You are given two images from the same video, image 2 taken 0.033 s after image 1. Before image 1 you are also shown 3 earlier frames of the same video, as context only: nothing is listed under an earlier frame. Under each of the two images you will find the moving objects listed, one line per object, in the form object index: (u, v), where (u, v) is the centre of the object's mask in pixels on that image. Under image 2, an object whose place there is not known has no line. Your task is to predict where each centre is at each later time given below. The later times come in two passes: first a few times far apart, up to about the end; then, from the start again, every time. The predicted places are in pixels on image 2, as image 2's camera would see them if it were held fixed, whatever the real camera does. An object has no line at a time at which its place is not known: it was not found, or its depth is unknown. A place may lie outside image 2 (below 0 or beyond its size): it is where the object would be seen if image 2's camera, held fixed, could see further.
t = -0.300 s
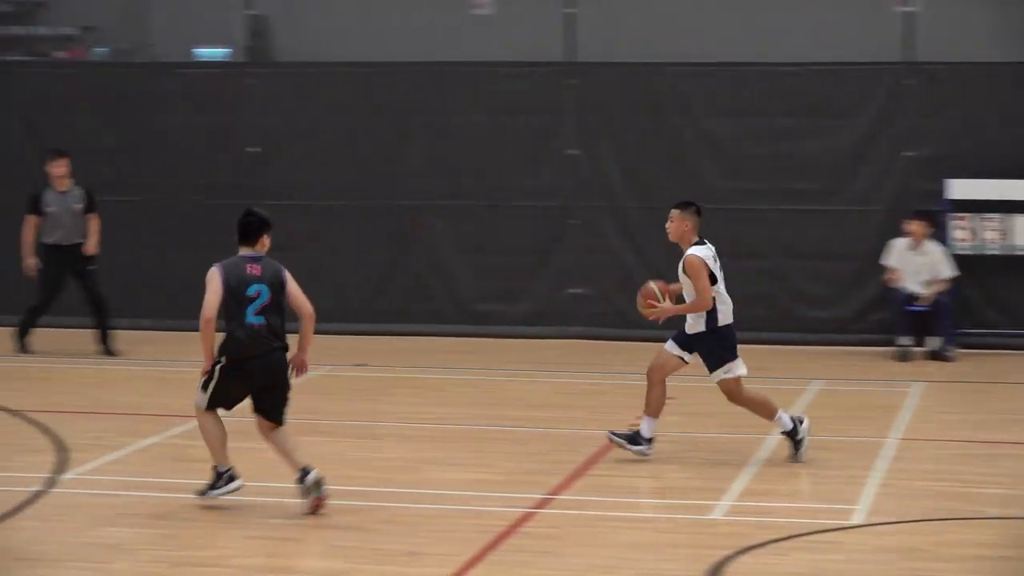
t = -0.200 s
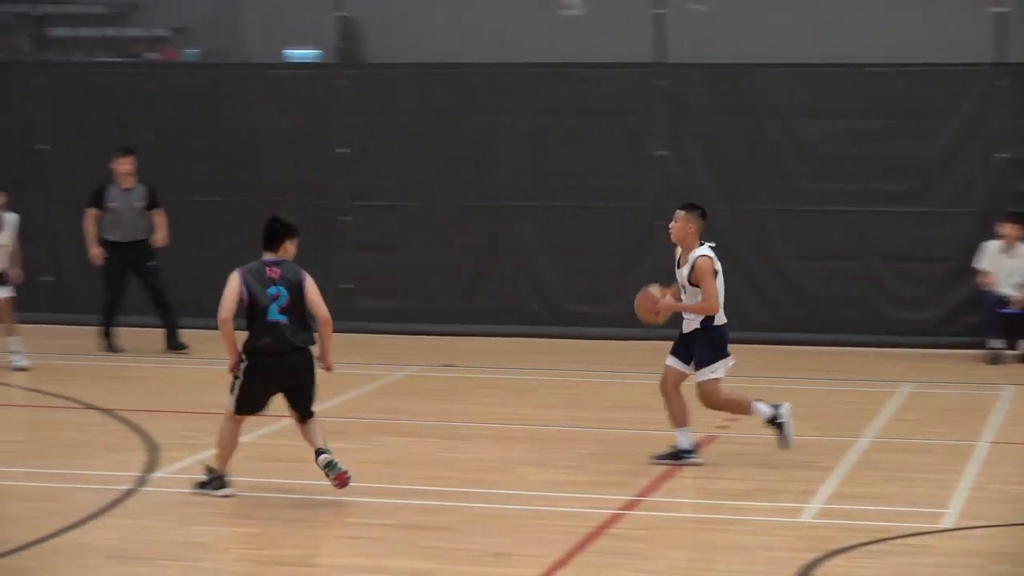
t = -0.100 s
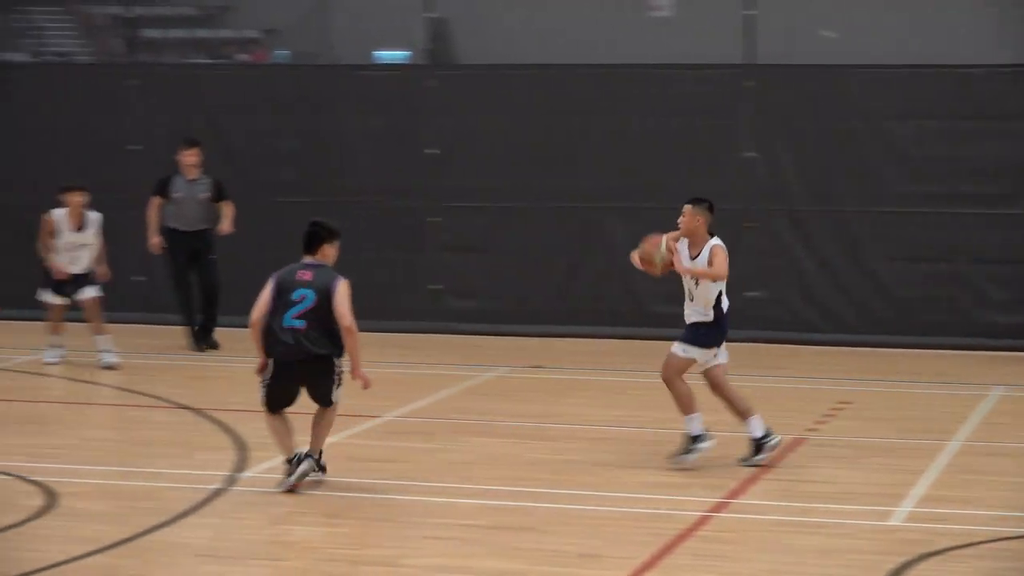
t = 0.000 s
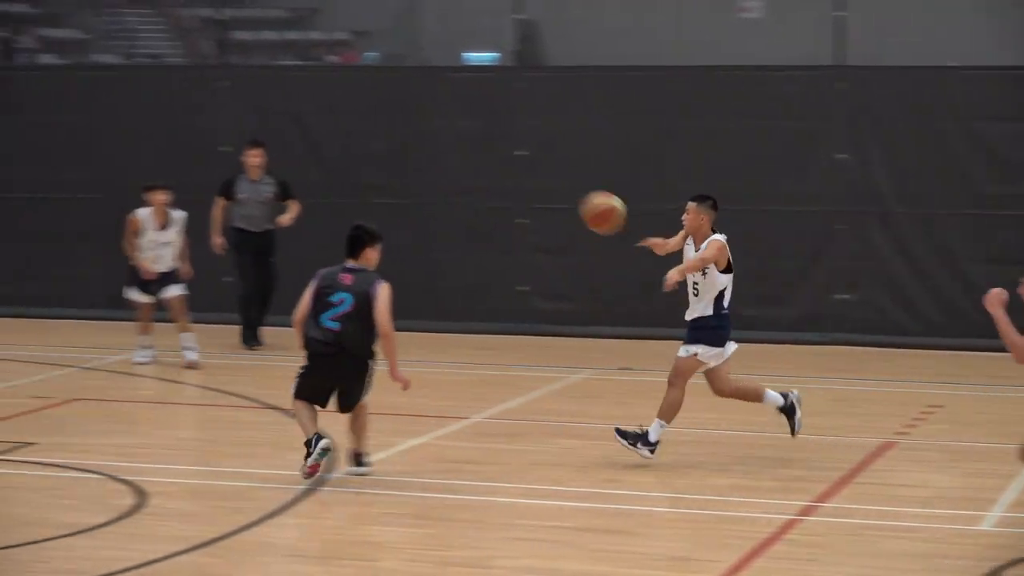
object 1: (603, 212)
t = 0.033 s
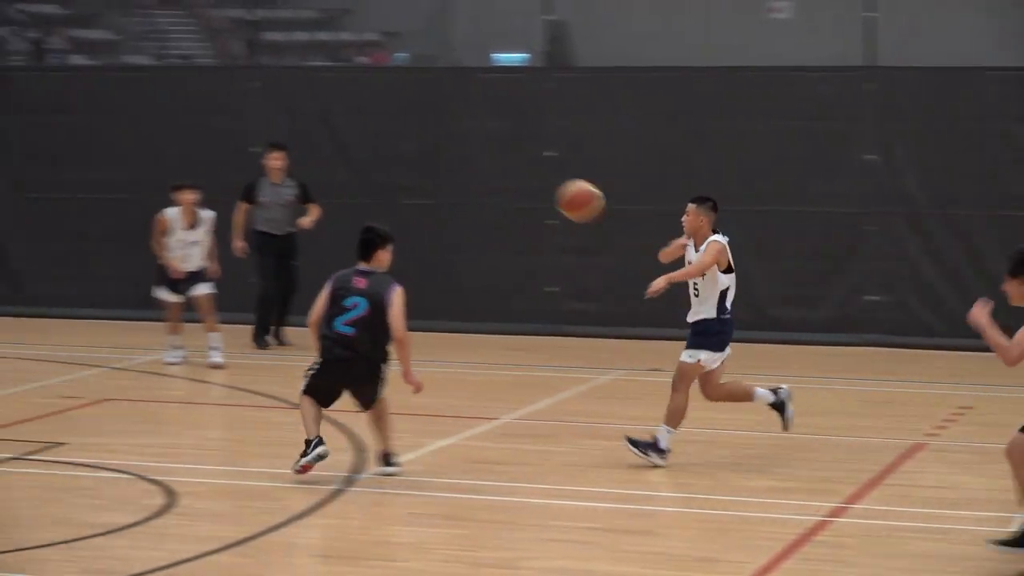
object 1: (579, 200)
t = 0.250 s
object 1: (199, 156)
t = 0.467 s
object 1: (-286, 193)
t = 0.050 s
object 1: (553, 195)
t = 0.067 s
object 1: (526, 191)
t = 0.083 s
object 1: (498, 186)
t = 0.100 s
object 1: (471, 181)
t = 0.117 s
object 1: (442, 178)
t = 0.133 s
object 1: (413, 173)
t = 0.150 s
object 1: (385, 170)
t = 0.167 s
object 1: (355, 167)
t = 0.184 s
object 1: (326, 164)
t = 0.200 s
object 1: (295, 162)
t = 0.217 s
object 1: (265, 160)
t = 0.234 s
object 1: (233, 158)
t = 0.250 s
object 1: (199, 156)
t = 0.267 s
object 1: (167, 157)
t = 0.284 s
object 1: (134, 157)
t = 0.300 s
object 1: (100, 157)
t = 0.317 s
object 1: (66, 158)
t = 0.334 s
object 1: (30, 159)
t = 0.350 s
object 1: (-5, 162)
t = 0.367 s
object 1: (-41, 164)
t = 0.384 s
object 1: (-79, 167)
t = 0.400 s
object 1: (-117, 171)
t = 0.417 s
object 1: (-157, 176)
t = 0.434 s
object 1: (-198, 181)
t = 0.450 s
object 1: (-241, 187)
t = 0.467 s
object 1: (-286, 193)
